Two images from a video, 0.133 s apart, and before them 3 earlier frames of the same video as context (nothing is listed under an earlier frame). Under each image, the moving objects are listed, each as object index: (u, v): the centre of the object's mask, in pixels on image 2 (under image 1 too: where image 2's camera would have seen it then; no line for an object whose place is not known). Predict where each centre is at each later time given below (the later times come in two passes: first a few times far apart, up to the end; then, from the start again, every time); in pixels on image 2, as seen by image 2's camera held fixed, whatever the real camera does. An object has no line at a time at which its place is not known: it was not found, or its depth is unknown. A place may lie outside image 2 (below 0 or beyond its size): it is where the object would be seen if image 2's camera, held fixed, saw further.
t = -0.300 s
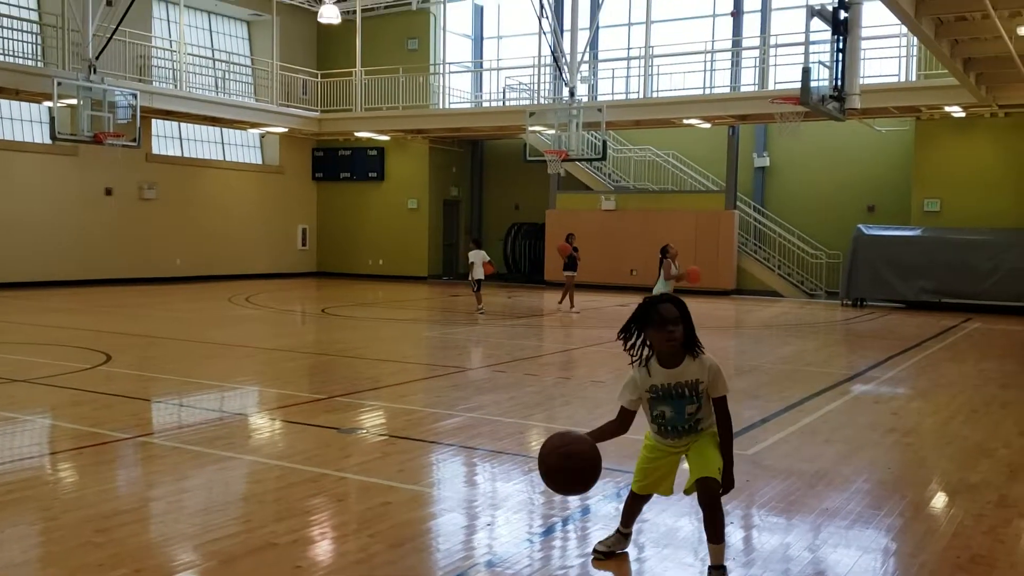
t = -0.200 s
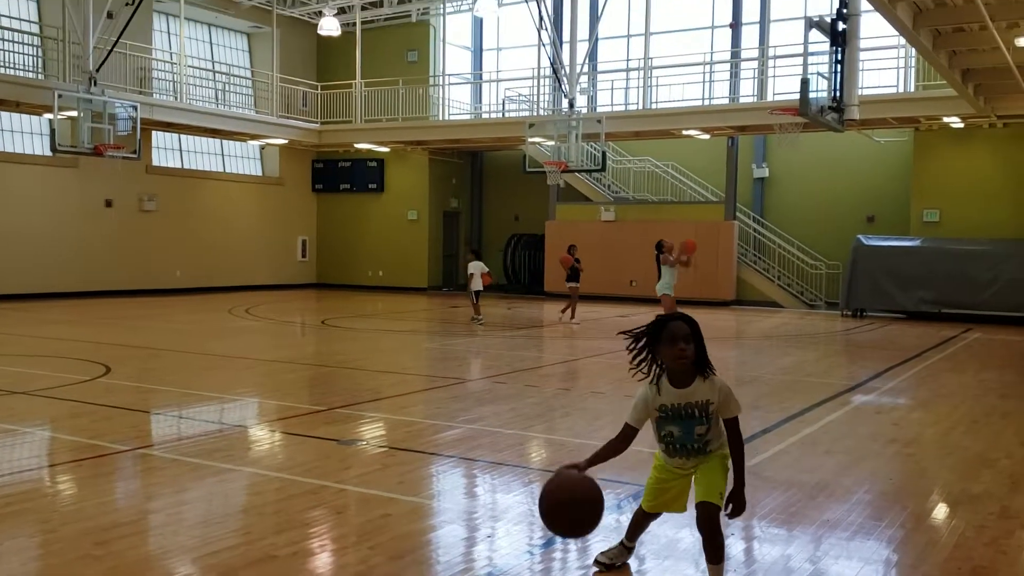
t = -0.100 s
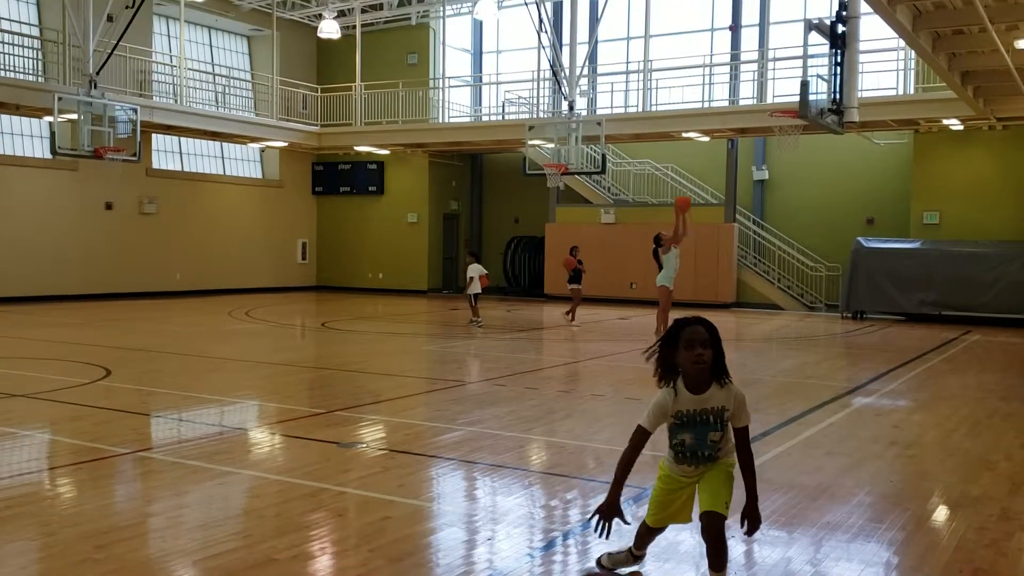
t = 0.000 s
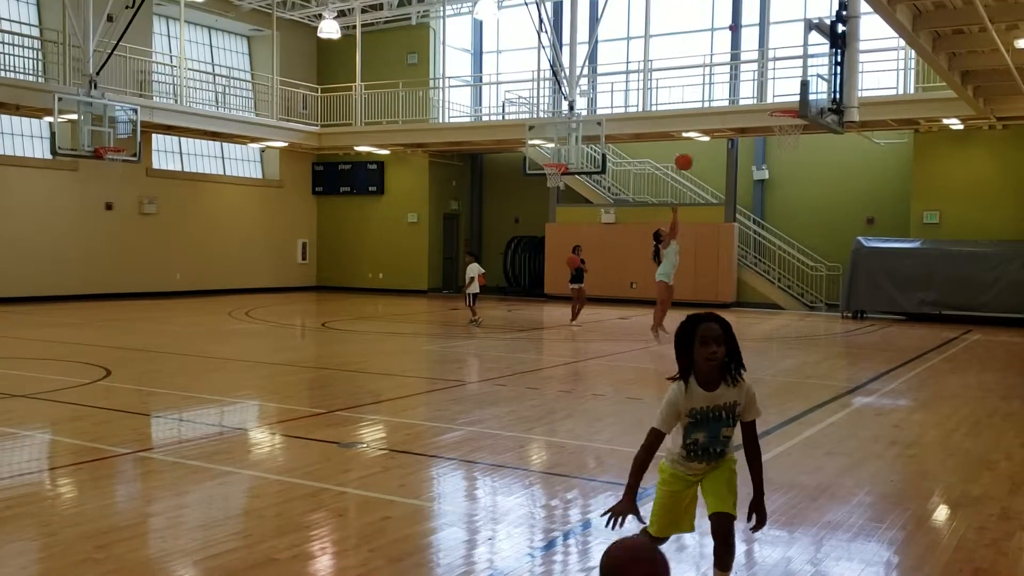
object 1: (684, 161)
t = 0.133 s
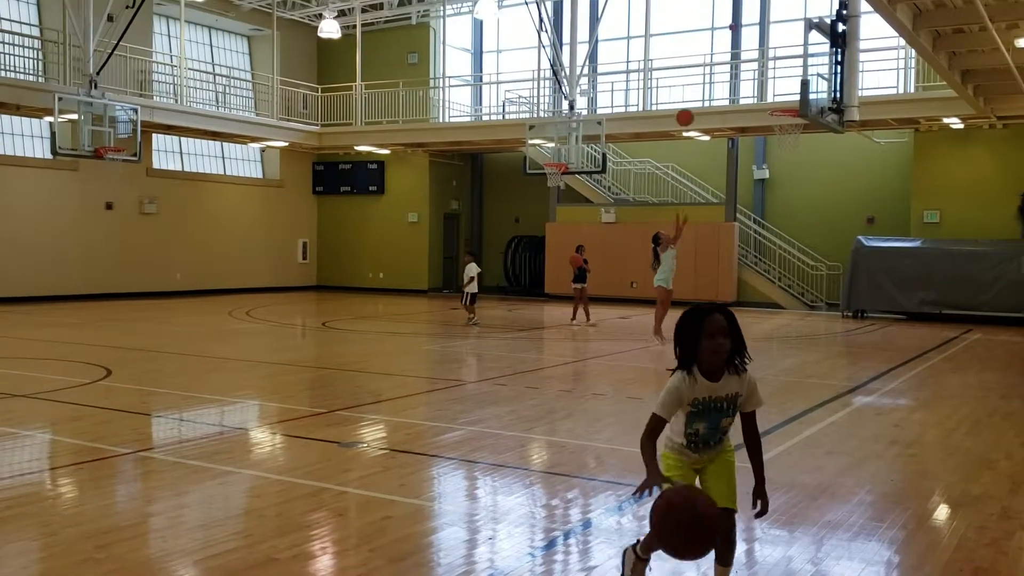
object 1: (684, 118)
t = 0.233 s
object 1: (685, 93)
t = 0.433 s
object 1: (685, 69)
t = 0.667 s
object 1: (684, 79)
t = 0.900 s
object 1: (682, 130)
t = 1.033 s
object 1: (681, 177)
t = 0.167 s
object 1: (685, 109)
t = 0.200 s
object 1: (685, 101)
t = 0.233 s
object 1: (685, 93)
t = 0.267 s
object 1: (685, 87)
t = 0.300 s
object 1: (685, 82)
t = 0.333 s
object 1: (685, 77)
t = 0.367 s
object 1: (685, 74)
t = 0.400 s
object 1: (685, 71)
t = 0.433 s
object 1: (685, 69)
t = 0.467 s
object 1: (685, 68)
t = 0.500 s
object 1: (685, 68)
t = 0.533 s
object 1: (685, 68)
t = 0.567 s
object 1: (685, 69)
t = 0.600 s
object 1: (685, 72)
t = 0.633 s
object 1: (685, 75)
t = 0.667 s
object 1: (684, 79)
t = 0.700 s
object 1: (684, 84)
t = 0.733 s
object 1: (684, 89)
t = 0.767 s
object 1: (683, 96)
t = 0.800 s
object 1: (683, 103)
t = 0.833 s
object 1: (683, 111)
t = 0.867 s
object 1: (682, 120)
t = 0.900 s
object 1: (682, 130)
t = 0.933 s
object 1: (681, 141)
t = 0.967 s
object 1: (681, 152)
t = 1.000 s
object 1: (681, 164)
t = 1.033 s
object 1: (681, 177)
